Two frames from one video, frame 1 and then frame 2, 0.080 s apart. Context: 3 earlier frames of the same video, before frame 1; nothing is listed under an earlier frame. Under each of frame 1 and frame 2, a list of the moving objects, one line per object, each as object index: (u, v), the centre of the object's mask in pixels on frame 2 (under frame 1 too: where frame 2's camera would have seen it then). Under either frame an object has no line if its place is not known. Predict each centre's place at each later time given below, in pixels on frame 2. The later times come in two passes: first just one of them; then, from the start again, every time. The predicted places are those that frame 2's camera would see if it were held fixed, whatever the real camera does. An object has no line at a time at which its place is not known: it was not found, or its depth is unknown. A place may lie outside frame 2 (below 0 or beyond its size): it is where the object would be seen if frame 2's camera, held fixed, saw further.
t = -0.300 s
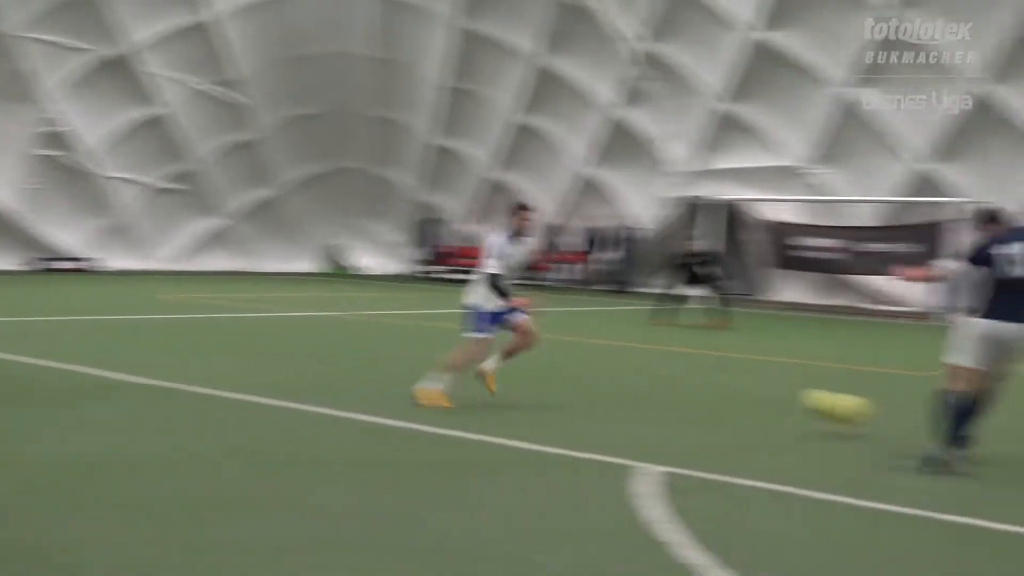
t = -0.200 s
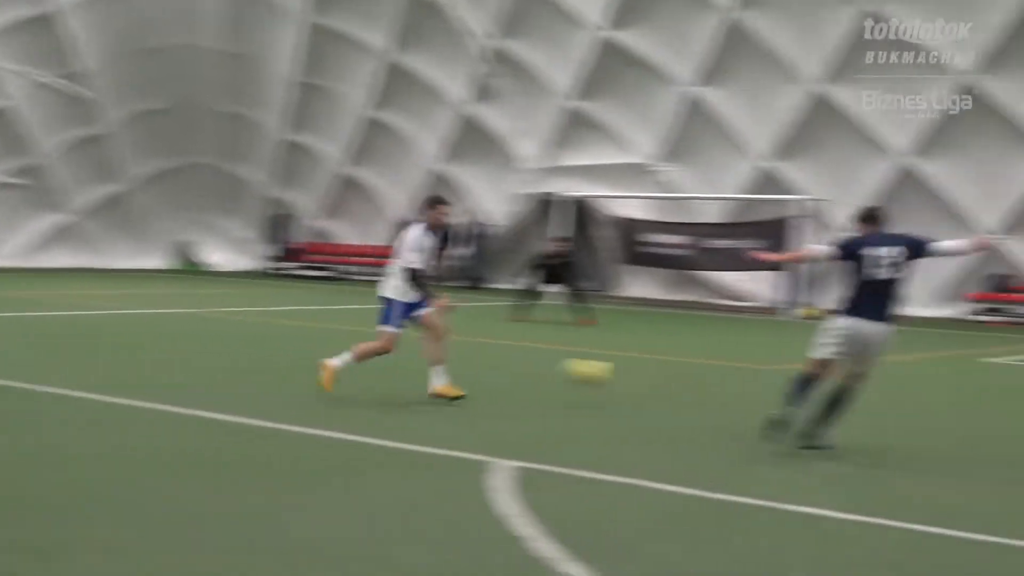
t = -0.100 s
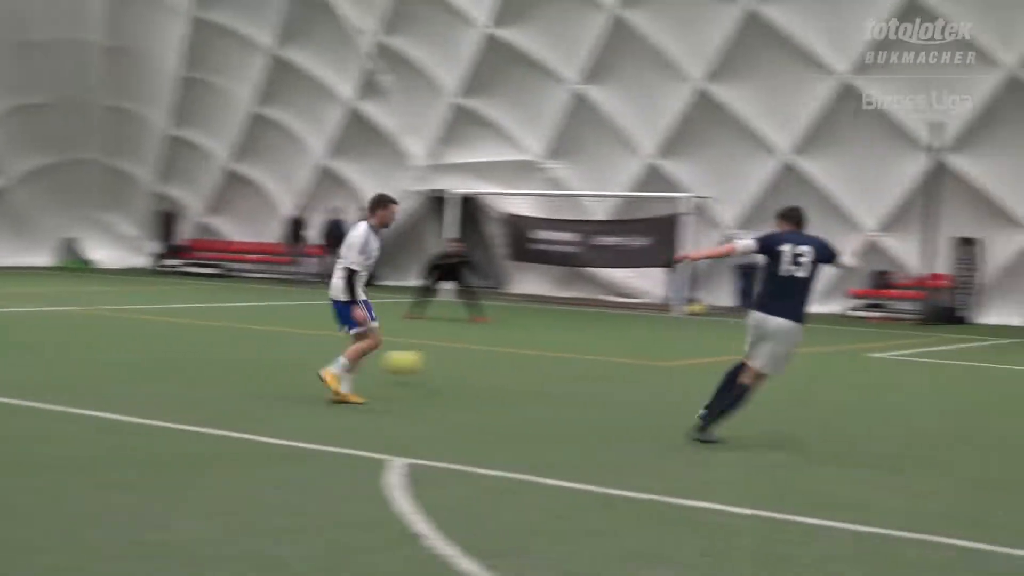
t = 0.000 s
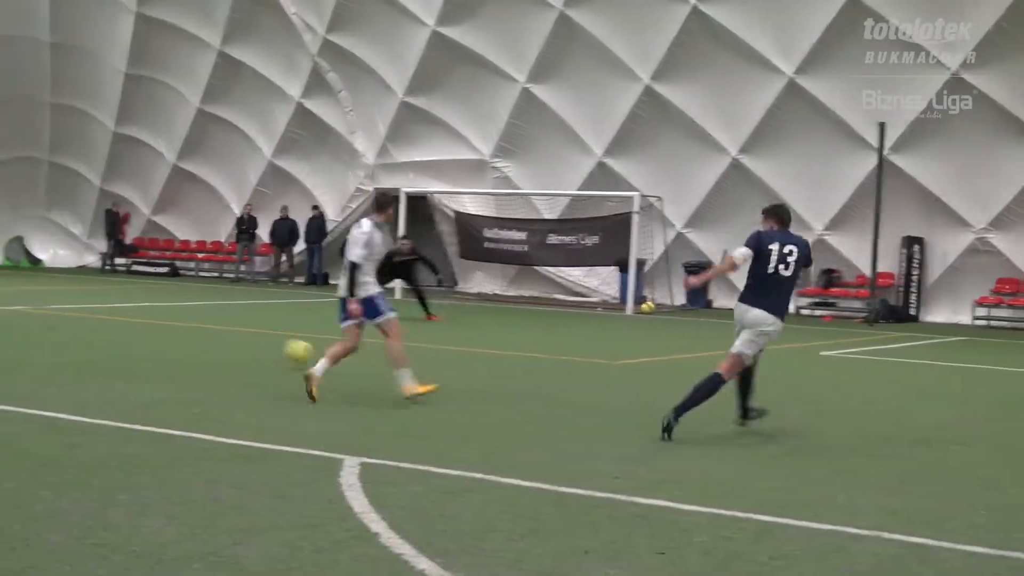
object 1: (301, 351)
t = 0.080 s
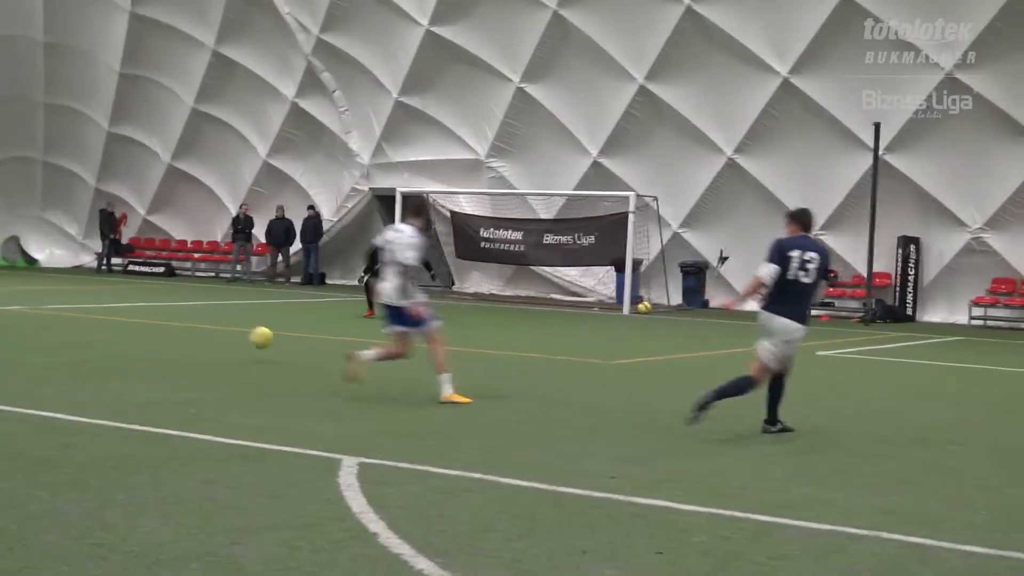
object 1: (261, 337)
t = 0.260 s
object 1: (192, 335)
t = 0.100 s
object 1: (251, 335)
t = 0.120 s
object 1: (243, 334)
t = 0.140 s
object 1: (236, 333)
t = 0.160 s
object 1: (228, 332)
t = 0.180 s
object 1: (220, 333)
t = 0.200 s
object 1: (212, 333)
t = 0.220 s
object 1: (205, 334)
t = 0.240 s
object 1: (198, 335)
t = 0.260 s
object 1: (192, 335)
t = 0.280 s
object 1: (186, 332)
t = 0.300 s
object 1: (182, 328)
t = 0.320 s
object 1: (177, 324)
